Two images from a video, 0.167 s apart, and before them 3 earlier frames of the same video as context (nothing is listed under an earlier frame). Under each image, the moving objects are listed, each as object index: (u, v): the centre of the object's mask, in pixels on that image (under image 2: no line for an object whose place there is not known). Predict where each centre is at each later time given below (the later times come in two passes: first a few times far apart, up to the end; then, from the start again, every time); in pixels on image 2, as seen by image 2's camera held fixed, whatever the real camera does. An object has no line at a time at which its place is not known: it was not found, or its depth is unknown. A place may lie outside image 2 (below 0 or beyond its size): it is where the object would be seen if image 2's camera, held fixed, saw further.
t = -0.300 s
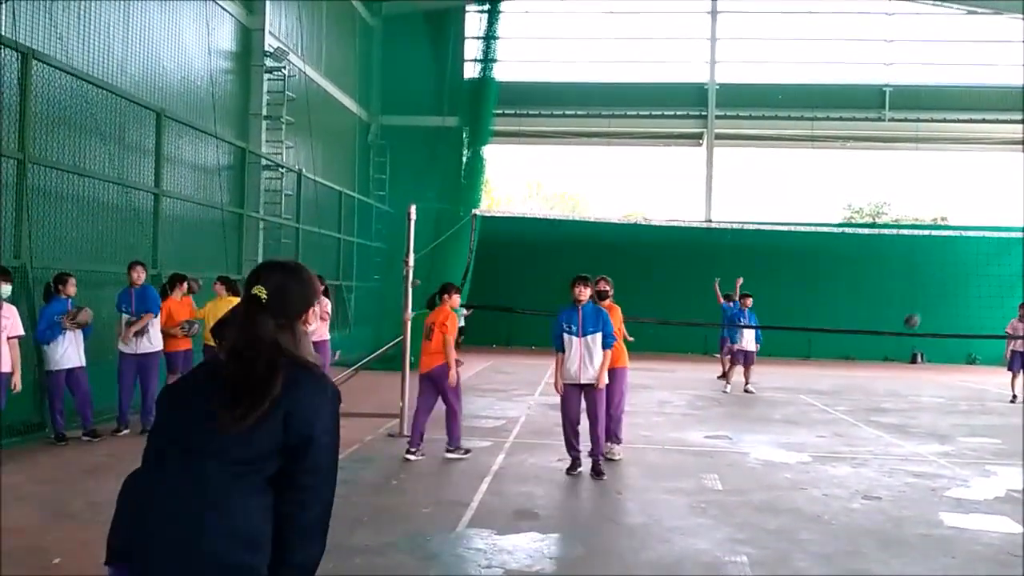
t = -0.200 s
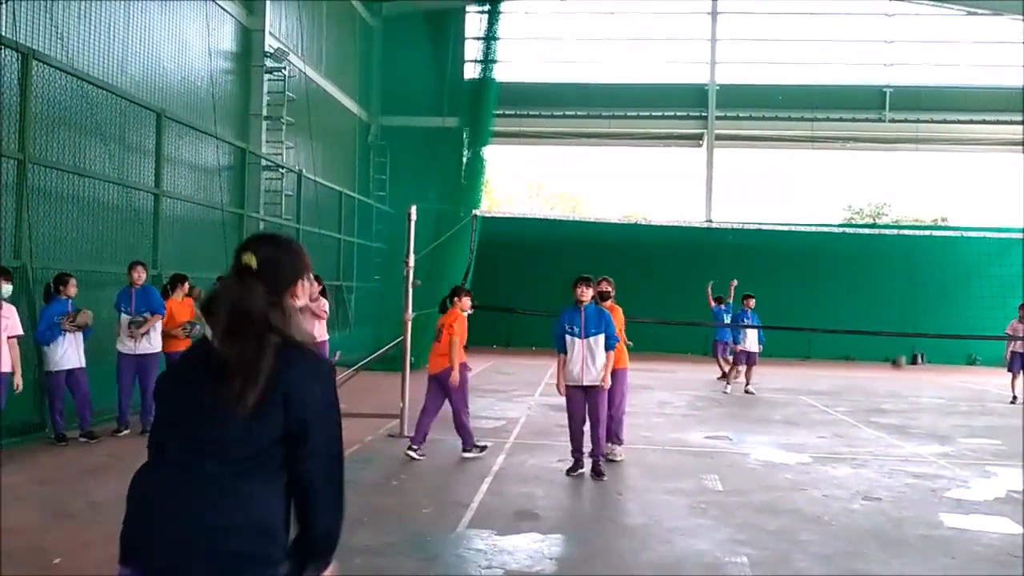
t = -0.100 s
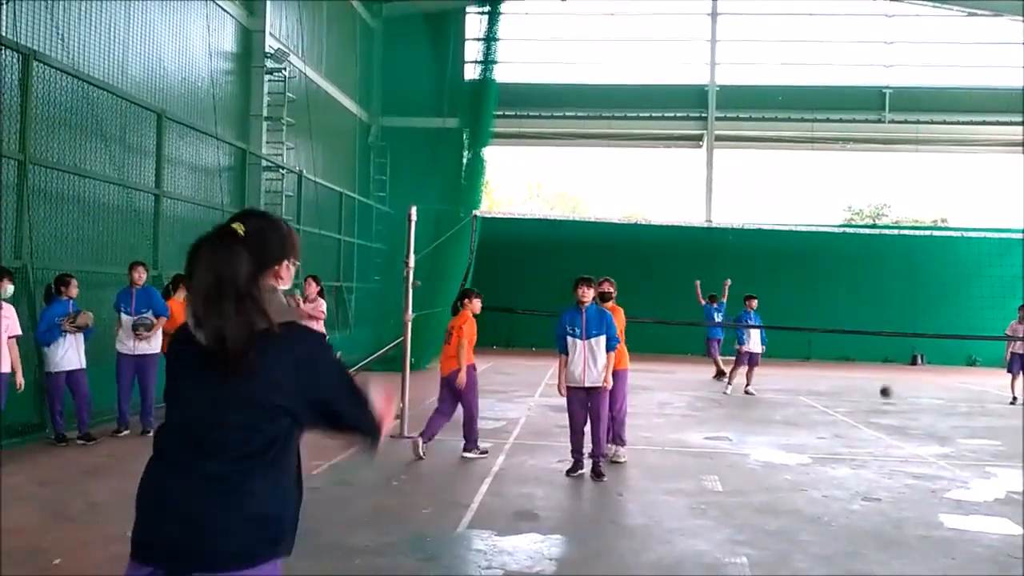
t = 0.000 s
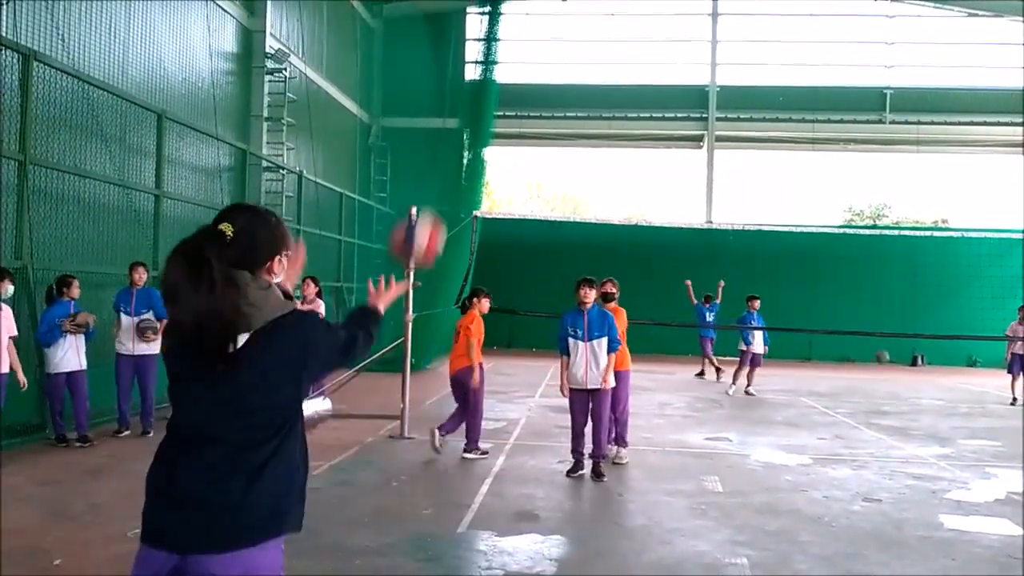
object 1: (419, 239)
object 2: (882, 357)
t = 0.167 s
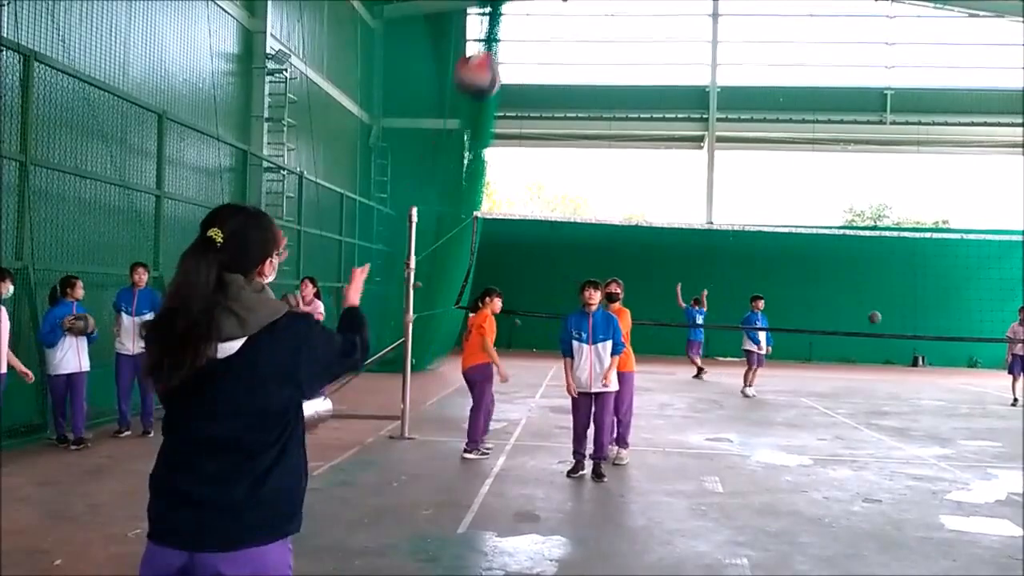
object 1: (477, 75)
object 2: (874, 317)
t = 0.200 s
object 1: (488, 54)
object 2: (873, 312)
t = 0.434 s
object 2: (862, 293)
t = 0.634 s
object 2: (853, 300)
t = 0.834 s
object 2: (845, 327)
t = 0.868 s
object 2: (844, 337)
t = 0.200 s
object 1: (488, 54)
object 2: (873, 312)
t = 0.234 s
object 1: (496, 37)
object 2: (871, 307)
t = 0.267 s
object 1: (504, 24)
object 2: (869, 303)
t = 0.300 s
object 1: (512, 15)
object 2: (868, 299)
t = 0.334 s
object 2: (866, 297)
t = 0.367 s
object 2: (865, 294)
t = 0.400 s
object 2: (863, 293)
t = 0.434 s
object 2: (862, 293)
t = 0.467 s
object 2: (860, 292)
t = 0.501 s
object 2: (859, 293)
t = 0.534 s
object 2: (857, 294)
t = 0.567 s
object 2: (856, 296)
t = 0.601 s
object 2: (854, 298)
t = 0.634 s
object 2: (853, 300)
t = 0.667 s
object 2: (852, 304)
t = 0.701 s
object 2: (850, 308)
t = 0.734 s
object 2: (849, 312)
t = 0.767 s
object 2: (848, 317)
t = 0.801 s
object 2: (846, 322)
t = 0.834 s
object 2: (845, 327)
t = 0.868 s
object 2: (844, 337)
